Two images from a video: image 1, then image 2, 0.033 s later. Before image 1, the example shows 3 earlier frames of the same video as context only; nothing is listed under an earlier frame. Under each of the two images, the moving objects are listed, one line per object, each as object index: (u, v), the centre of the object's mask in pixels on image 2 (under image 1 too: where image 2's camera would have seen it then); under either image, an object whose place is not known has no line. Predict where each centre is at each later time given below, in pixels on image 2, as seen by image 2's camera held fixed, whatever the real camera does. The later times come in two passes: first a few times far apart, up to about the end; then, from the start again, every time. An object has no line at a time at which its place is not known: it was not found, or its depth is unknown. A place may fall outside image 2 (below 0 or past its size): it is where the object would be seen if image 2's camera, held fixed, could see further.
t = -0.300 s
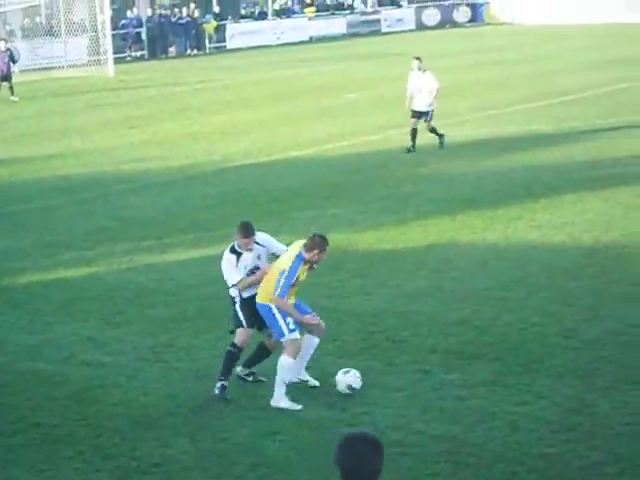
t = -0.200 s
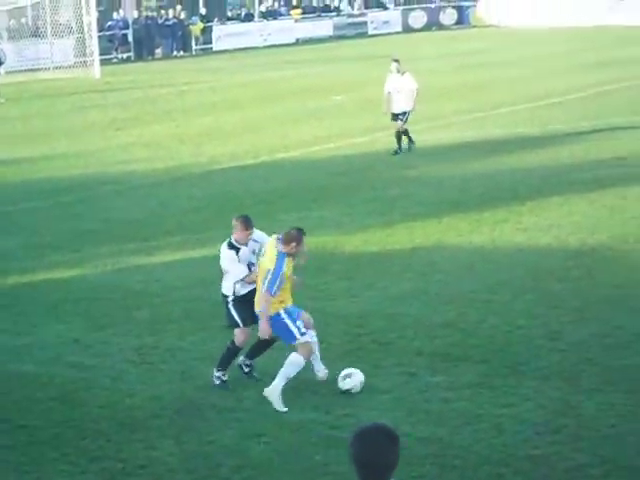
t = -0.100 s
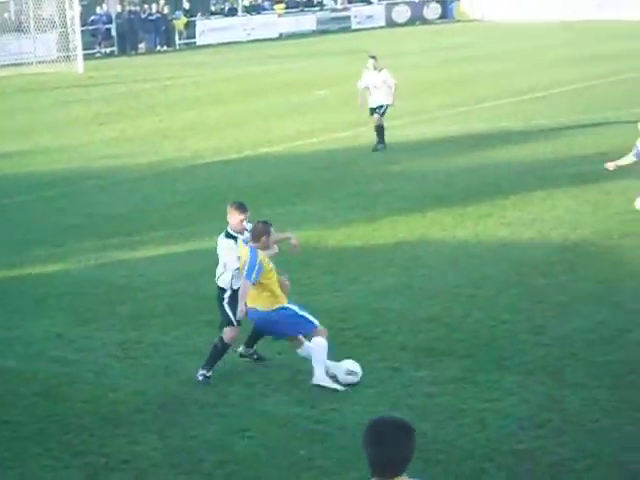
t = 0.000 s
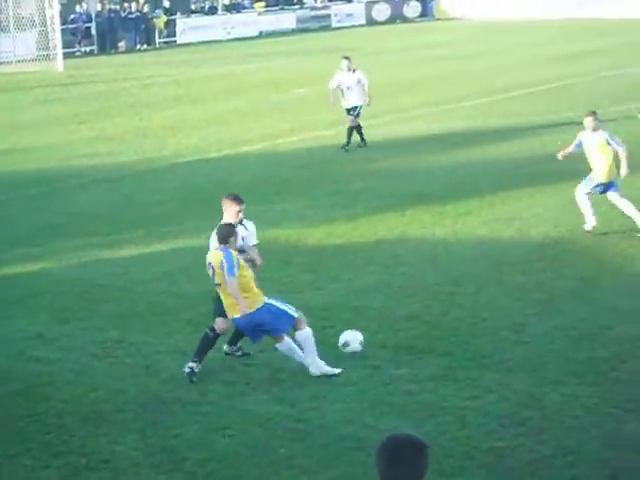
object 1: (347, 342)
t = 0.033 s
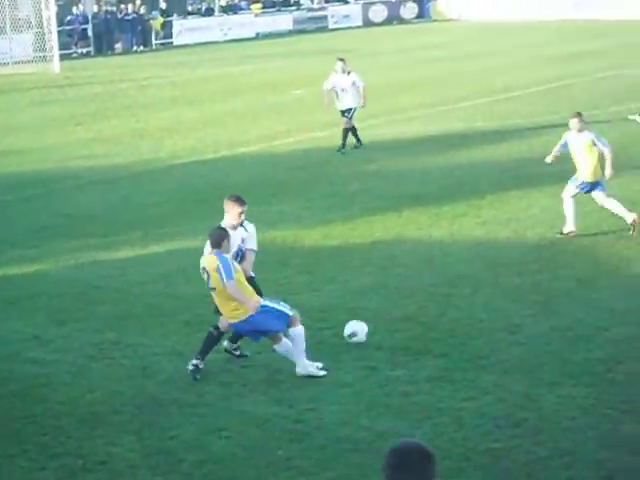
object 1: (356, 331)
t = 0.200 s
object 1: (386, 288)
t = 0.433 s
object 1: (413, 246)
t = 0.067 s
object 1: (363, 322)
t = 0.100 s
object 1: (369, 314)
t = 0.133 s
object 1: (375, 307)
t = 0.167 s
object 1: (381, 297)
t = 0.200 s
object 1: (386, 288)
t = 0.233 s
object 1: (390, 281)
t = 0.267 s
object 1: (395, 274)
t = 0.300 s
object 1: (399, 270)
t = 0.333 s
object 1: (403, 264)
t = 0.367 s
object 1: (407, 257)
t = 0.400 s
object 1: (411, 251)
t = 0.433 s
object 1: (413, 246)
